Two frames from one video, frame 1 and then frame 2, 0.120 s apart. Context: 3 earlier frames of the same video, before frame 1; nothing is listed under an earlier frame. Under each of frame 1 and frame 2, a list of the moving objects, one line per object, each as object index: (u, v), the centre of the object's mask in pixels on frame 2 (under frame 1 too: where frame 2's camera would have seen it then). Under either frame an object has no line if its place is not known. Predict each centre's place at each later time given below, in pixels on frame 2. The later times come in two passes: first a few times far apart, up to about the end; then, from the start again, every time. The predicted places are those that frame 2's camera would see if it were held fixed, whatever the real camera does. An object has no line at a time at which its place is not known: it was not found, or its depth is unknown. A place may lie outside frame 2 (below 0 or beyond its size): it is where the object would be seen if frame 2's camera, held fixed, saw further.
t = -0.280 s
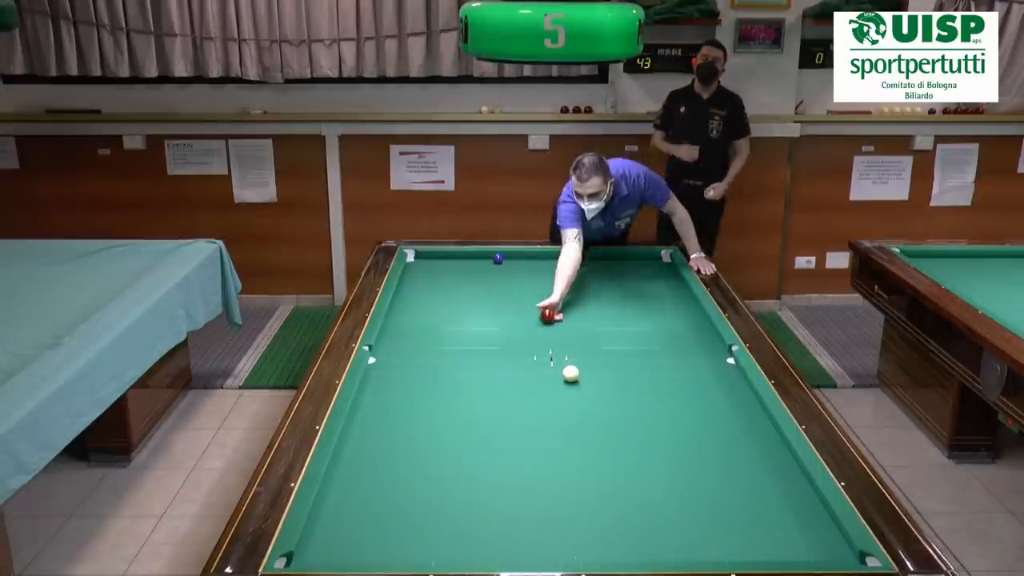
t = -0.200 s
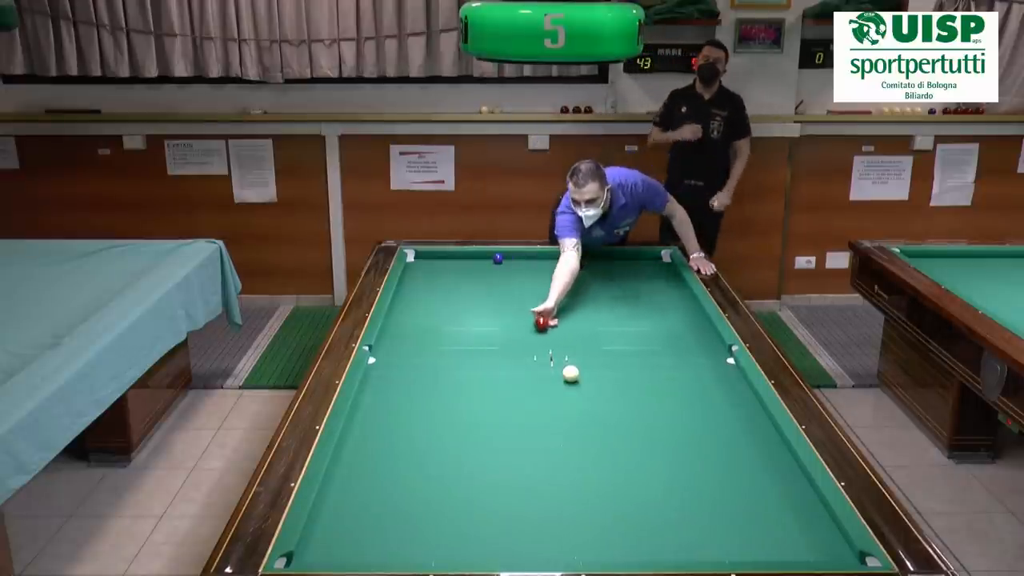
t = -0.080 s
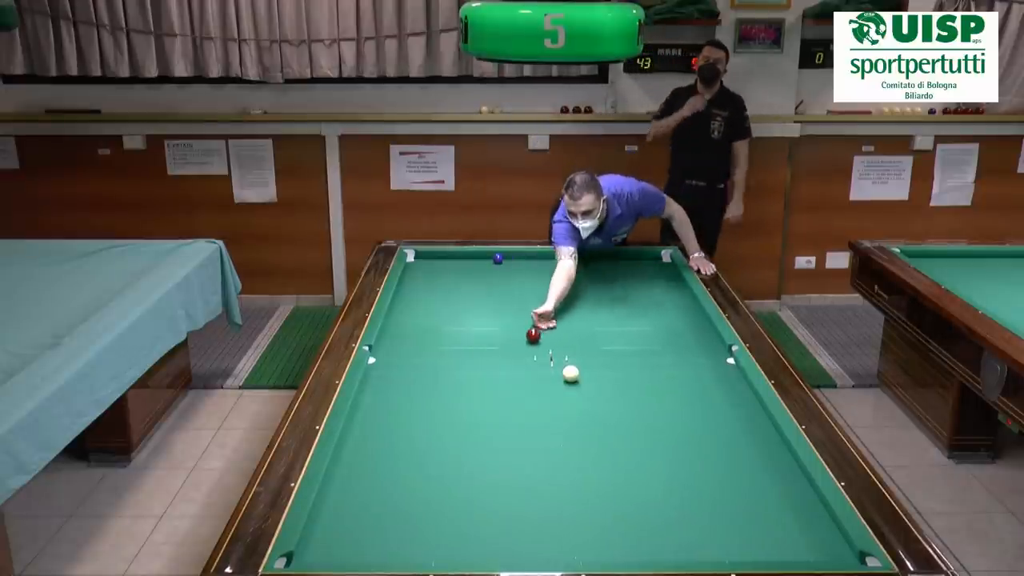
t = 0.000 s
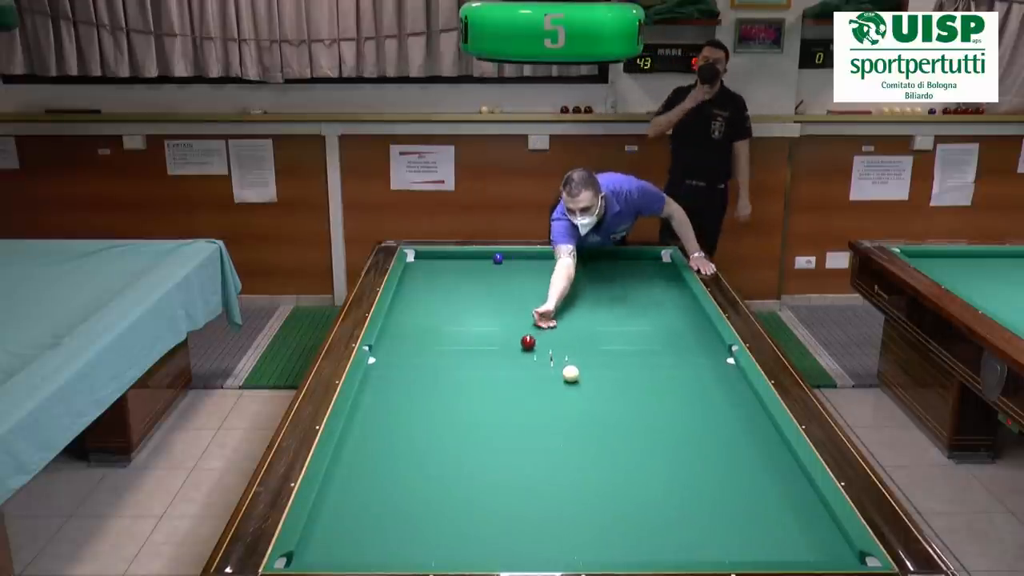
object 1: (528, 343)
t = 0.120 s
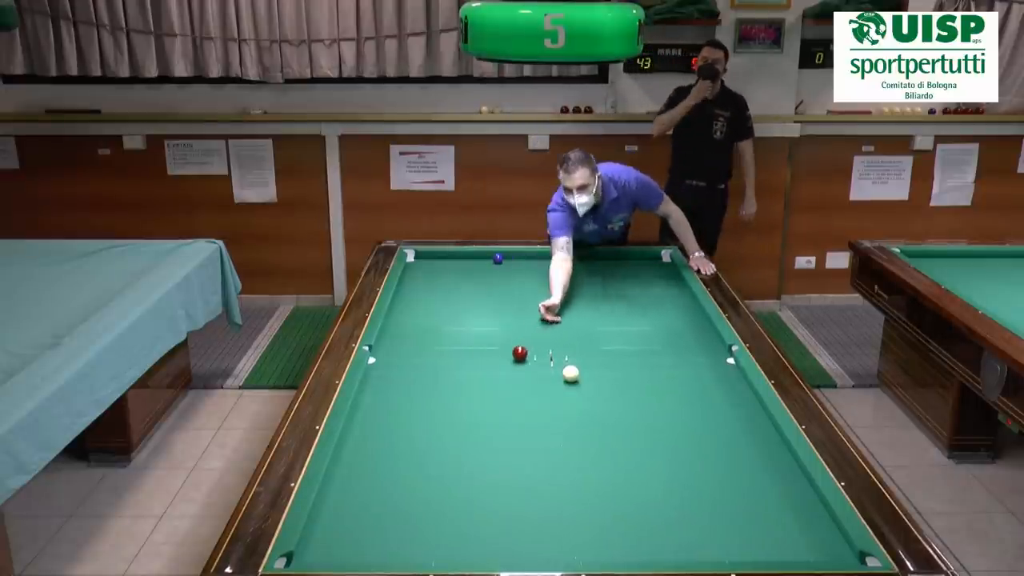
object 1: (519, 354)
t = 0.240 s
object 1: (511, 365)
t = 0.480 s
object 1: (492, 390)
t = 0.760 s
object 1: (466, 424)
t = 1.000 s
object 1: (440, 458)
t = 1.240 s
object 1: (411, 495)
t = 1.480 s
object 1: (377, 539)
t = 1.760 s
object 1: (354, 540)
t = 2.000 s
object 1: (348, 512)
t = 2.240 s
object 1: (342, 486)
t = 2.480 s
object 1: (340, 463)
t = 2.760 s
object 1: (355, 442)
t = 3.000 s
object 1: (366, 426)
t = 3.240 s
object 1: (375, 411)
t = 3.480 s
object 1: (385, 397)
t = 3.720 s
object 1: (393, 385)
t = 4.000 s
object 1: (402, 372)
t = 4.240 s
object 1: (409, 362)
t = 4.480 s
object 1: (415, 352)
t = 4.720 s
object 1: (421, 343)
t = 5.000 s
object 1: (427, 334)
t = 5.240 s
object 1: (432, 327)
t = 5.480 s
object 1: (437, 320)
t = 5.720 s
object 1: (441, 313)
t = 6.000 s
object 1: (446, 307)
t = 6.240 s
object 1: (449, 301)
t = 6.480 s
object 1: (453, 296)
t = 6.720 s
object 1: (456, 292)
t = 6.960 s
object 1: (459, 287)
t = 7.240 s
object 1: (462, 283)
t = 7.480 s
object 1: (464, 279)
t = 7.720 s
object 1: (467, 276)
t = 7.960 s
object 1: (469, 273)
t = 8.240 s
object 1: (471, 269)
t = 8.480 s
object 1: (473, 267)
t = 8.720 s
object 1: (475, 264)
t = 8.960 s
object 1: (477, 262)
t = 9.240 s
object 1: (479, 260)
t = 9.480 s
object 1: (480, 258)
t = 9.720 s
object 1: (481, 256)
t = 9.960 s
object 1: (481, 257)
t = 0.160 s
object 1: (516, 357)
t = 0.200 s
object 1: (514, 361)
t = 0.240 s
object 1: (511, 365)
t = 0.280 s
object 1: (508, 369)
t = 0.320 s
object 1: (505, 373)
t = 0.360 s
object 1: (501, 378)
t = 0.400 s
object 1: (498, 382)
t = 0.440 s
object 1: (495, 386)
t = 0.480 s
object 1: (492, 390)
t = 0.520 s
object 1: (488, 395)
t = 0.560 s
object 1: (485, 399)
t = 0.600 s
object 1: (481, 404)
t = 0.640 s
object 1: (477, 409)
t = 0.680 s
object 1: (474, 414)
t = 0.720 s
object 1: (470, 419)
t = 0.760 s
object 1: (466, 424)
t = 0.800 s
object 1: (462, 429)
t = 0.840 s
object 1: (458, 435)
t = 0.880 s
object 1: (454, 440)
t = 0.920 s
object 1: (449, 446)
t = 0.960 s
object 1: (445, 451)
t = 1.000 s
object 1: (440, 458)
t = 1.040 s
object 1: (436, 463)
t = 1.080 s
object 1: (431, 469)
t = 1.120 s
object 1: (426, 475)
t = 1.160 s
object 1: (421, 482)
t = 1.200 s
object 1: (416, 489)
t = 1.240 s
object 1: (411, 495)
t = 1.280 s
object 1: (406, 502)
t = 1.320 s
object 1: (401, 509)
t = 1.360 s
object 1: (395, 516)
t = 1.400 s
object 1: (389, 524)
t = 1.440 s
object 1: (384, 531)
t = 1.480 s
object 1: (377, 539)
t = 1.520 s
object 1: (371, 546)
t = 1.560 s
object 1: (365, 552)
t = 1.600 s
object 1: (359, 557)
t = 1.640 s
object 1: (357, 554)
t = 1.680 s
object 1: (356, 550)
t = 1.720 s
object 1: (355, 545)
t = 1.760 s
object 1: (354, 540)
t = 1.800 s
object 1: (353, 535)
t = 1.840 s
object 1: (352, 530)
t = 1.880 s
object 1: (351, 525)
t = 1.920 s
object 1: (350, 520)
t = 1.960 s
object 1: (349, 516)
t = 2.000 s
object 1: (348, 512)
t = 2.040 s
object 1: (347, 507)
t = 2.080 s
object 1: (346, 502)
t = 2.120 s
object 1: (345, 498)
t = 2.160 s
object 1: (344, 494)
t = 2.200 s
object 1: (343, 490)
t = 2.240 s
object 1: (342, 486)
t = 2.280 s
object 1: (341, 482)
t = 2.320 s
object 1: (340, 478)
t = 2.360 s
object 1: (339, 474)
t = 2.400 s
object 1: (338, 470)
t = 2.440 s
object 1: (338, 467)
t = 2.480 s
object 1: (340, 463)
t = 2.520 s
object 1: (342, 460)
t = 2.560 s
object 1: (345, 457)
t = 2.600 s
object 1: (347, 454)
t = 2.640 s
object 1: (349, 451)
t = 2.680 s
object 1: (351, 448)
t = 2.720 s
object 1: (353, 445)
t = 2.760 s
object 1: (355, 442)
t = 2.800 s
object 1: (356, 439)
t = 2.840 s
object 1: (358, 436)
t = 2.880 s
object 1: (360, 434)
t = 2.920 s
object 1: (362, 431)
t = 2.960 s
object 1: (364, 428)
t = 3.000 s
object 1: (366, 426)
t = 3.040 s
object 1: (367, 423)
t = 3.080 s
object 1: (369, 421)
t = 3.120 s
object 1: (371, 418)
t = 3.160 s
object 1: (372, 416)
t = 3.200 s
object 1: (374, 413)
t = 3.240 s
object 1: (375, 411)
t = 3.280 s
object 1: (377, 409)
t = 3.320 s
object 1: (379, 406)
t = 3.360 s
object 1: (380, 404)
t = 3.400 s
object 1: (382, 402)
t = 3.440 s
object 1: (383, 400)
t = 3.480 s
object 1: (385, 397)
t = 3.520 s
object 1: (386, 395)
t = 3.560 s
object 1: (388, 393)
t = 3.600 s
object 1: (389, 391)
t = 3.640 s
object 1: (390, 389)
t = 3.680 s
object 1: (392, 387)
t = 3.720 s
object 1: (393, 385)
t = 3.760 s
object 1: (395, 383)
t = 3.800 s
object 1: (396, 381)
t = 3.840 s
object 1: (397, 380)
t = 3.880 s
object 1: (398, 378)
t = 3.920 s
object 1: (399, 376)
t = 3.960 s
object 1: (401, 374)
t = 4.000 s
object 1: (402, 372)
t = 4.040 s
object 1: (403, 370)
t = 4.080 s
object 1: (405, 368)
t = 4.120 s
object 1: (406, 367)
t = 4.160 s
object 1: (407, 365)
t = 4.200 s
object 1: (408, 363)
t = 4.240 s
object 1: (409, 362)
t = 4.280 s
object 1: (410, 360)
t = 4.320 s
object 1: (411, 358)
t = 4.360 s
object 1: (412, 357)
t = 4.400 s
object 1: (413, 355)
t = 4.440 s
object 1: (414, 354)
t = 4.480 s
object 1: (415, 352)
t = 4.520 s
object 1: (416, 351)
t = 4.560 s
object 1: (417, 349)
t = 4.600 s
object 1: (419, 348)
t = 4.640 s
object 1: (419, 346)
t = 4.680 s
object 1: (420, 345)
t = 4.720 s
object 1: (421, 343)
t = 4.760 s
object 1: (422, 342)
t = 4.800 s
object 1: (423, 341)
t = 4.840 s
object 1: (424, 339)
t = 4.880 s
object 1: (425, 338)
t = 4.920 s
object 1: (426, 337)
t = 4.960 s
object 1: (426, 335)
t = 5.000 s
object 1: (427, 334)
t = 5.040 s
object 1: (428, 333)
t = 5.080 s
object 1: (429, 331)
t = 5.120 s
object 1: (430, 330)
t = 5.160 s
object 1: (431, 329)
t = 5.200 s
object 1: (432, 328)
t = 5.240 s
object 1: (432, 327)
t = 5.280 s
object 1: (433, 325)
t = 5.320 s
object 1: (434, 324)
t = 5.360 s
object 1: (435, 323)
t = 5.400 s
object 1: (436, 322)
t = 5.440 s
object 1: (436, 321)
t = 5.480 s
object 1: (437, 320)
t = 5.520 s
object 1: (438, 319)
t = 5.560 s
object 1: (438, 318)
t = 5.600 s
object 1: (439, 316)
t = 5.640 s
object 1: (440, 315)
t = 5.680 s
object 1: (441, 314)
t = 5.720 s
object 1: (441, 313)
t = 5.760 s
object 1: (442, 312)
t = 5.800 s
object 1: (443, 311)
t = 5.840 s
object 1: (443, 310)
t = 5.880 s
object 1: (444, 309)
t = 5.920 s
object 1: (445, 308)
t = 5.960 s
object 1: (445, 307)
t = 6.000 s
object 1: (446, 307)
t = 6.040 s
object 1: (447, 306)
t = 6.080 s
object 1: (447, 305)
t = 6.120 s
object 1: (448, 304)
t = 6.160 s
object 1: (448, 303)
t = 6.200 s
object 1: (449, 302)
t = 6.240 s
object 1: (449, 301)
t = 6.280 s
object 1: (450, 300)
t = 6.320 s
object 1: (451, 299)
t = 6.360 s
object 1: (451, 299)
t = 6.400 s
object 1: (452, 298)
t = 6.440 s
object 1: (452, 297)
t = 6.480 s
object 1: (453, 296)
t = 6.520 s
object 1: (453, 296)
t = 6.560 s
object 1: (454, 295)
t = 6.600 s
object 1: (454, 294)
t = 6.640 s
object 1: (455, 293)
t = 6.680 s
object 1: (455, 292)
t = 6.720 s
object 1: (456, 292)
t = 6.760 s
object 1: (456, 291)
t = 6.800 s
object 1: (457, 290)
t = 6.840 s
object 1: (457, 289)
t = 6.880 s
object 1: (458, 289)
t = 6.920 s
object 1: (458, 288)
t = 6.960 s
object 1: (459, 287)
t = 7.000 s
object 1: (459, 287)
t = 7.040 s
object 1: (460, 286)
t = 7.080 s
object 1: (460, 285)
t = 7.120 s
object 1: (460, 285)
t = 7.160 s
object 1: (461, 284)
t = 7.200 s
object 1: (461, 283)
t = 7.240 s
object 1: (462, 283)
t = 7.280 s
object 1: (462, 282)
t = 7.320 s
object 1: (463, 281)
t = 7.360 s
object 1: (463, 281)
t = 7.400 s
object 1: (464, 280)
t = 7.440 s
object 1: (464, 279)
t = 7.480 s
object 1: (464, 279)
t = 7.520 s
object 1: (465, 278)
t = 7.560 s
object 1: (465, 278)
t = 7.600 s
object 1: (466, 277)
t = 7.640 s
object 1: (466, 277)
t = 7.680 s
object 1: (466, 276)
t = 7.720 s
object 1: (467, 276)
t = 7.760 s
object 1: (467, 275)
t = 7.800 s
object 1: (467, 275)
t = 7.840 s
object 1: (468, 274)
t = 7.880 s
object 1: (468, 274)
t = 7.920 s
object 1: (469, 273)
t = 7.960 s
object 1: (469, 273)
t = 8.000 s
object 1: (469, 272)
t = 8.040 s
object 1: (470, 272)
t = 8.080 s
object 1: (470, 271)
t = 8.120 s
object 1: (470, 271)
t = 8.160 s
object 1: (471, 270)
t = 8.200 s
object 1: (471, 270)
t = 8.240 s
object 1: (471, 269)
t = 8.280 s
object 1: (472, 269)
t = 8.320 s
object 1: (472, 268)
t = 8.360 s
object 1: (472, 268)
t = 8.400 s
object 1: (473, 268)
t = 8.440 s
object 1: (473, 267)
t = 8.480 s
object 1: (473, 267)
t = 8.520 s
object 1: (474, 266)
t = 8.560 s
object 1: (474, 266)
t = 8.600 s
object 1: (474, 265)
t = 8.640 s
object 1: (475, 265)
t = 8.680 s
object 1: (475, 264)
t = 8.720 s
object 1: (475, 264)
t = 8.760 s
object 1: (476, 264)
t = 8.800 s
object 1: (476, 263)
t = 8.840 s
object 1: (476, 263)
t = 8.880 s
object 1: (476, 263)
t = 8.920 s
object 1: (477, 262)
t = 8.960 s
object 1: (477, 262)
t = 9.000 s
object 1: (477, 262)
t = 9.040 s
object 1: (478, 261)
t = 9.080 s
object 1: (478, 261)
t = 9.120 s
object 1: (478, 261)
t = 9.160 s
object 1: (478, 261)
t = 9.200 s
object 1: (478, 260)
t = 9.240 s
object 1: (479, 260)
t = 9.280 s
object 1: (479, 260)
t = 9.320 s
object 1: (479, 259)
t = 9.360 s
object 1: (479, 259)
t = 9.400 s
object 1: (479, 258)
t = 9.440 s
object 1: (480, 258)
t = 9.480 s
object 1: (480, 258)
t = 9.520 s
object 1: (480, 258)
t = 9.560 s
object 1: (480, 257)
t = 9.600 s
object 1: (480, 257)
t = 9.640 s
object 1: (480, 257)
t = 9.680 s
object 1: (481, 257)
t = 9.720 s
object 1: (481, 256)
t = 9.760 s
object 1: (481, 256)
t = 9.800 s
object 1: (481, 256)
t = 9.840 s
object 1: (481, 257)
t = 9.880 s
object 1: (481, 256)
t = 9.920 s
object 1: (481, 257)
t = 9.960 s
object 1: (481, 257)
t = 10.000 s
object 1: (481, 257)
